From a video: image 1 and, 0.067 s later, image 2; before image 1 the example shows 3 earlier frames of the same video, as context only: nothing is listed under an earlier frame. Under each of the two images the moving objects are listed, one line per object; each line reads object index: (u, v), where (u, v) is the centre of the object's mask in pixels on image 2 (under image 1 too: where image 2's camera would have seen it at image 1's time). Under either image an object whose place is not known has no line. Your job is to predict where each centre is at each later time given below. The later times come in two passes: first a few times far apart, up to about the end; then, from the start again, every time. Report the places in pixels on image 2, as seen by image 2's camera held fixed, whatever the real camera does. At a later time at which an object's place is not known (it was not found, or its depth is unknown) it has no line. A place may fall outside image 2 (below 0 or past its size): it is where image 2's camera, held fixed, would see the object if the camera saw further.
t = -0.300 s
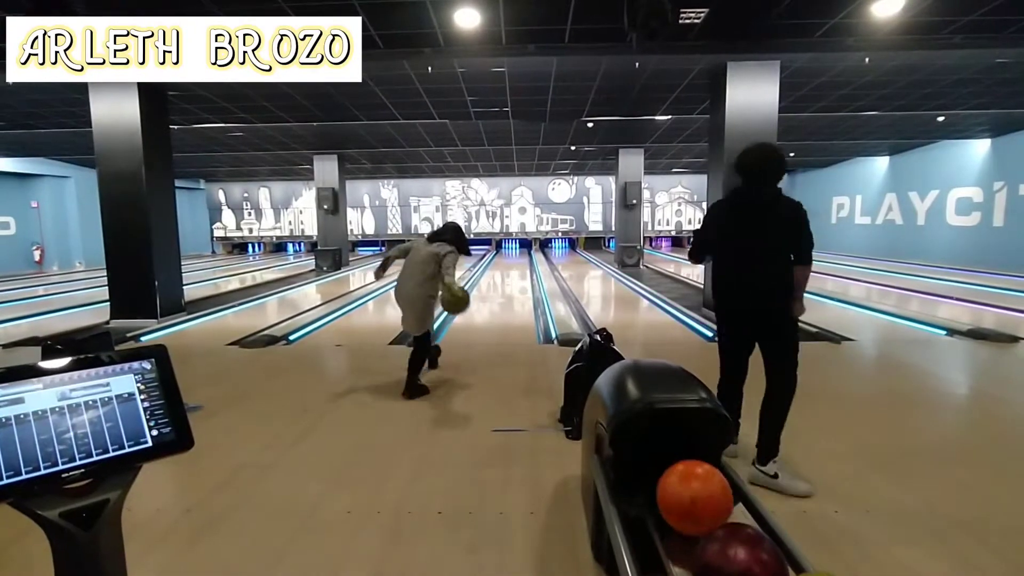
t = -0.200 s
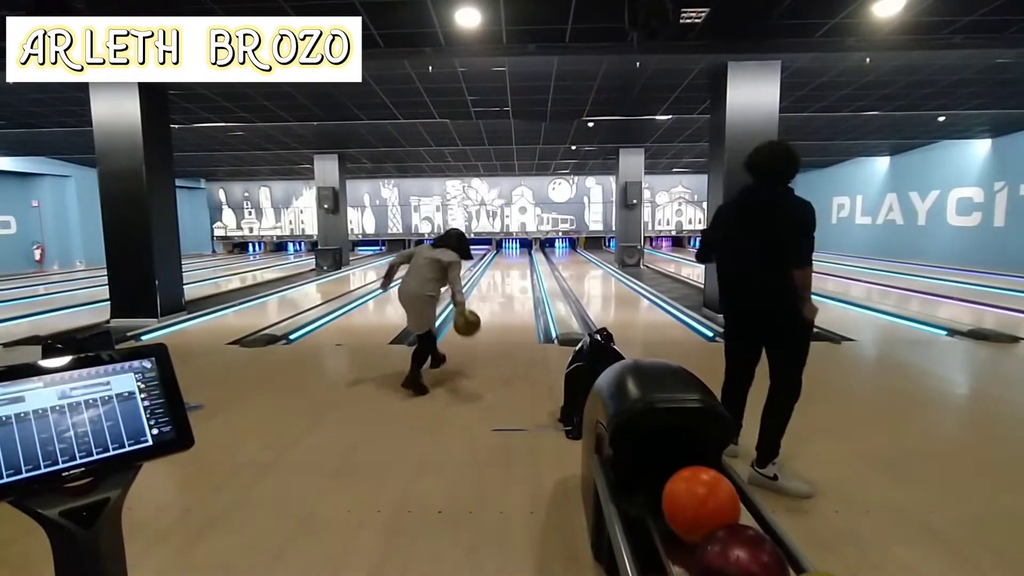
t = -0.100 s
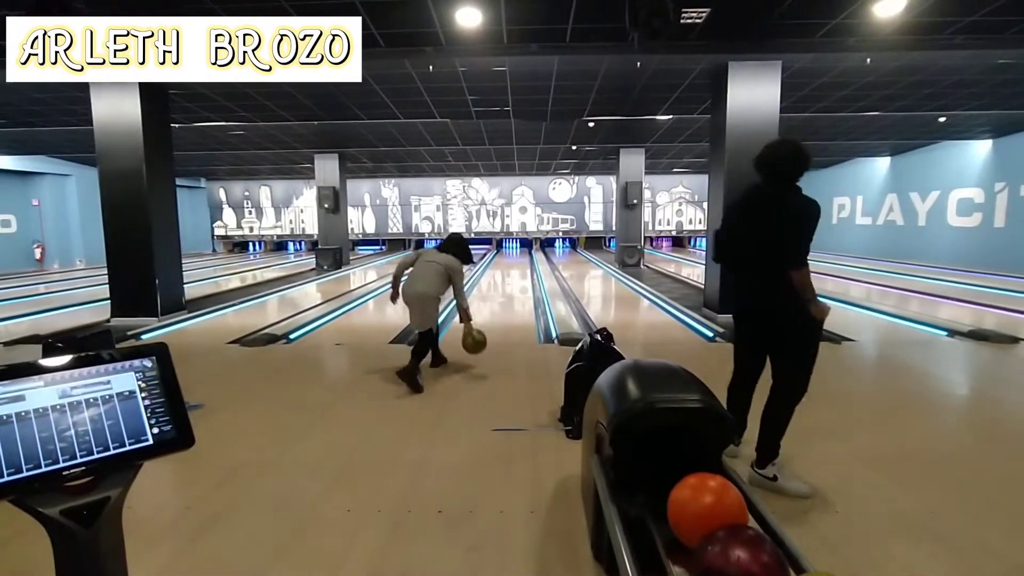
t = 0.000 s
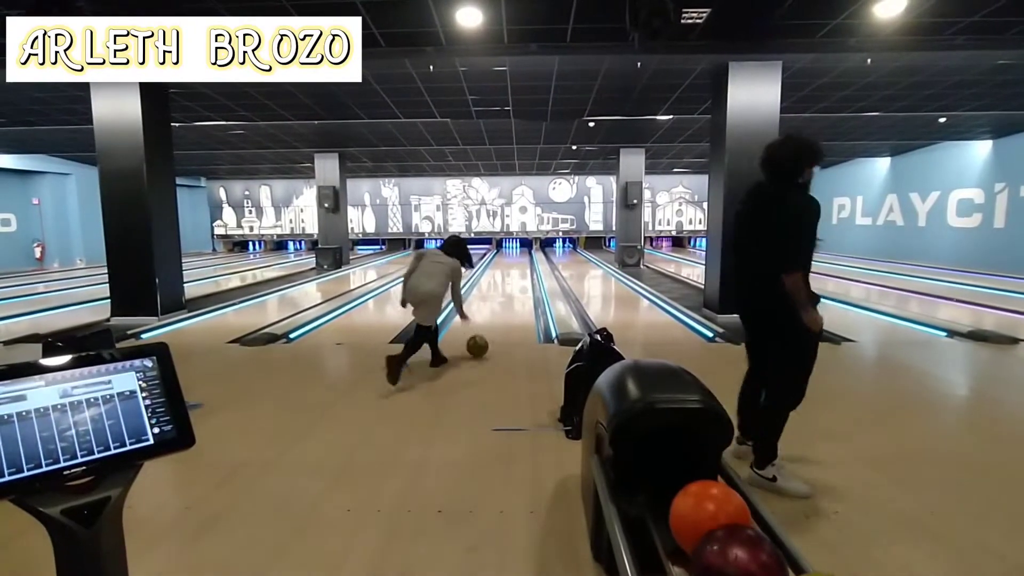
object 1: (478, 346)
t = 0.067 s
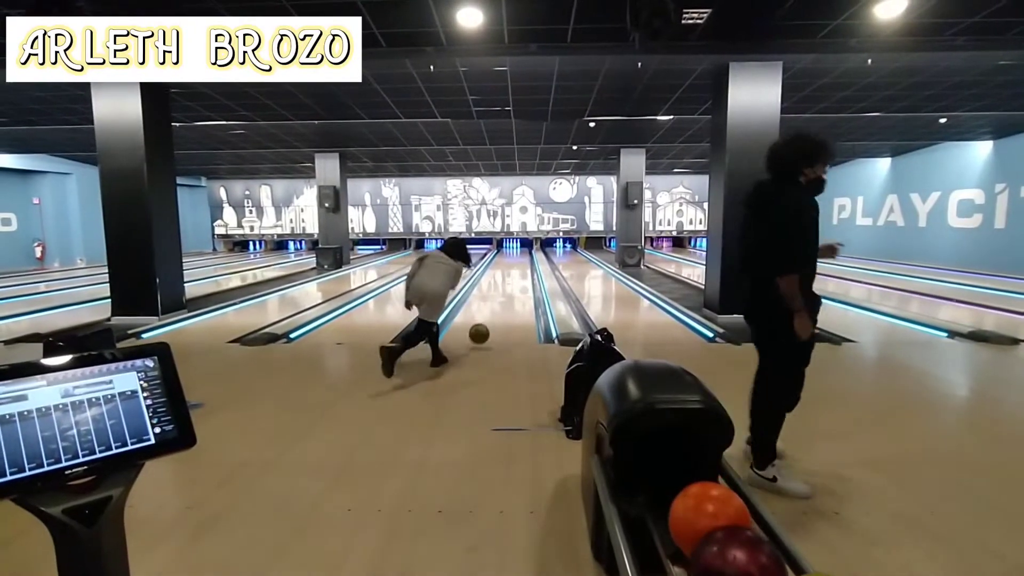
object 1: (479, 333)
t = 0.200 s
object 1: (481, 324)
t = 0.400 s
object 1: (484, 308)
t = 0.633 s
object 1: (487, 295)
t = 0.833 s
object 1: (489, 287)
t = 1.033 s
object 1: (490, 280)
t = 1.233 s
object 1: (492, 274)
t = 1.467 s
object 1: (493, 270)
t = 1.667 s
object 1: (495, 266)
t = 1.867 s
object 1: (496, 263)
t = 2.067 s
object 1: (497, 260)
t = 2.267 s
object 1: (497, 258)
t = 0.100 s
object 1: (480, 329)
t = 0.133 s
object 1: (480, 327)
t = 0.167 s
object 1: (481, 325)
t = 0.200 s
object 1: (481, 324)
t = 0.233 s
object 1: (482, 321)
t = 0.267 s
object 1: (482, 318)
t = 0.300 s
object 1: (483, 316)
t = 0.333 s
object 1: (483, 313)
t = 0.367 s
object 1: (484, 311)
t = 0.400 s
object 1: (484, 308)
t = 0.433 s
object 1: (485, 306)
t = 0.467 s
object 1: (485, 304)
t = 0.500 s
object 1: (486, 302)
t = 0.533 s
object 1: (486, 300)
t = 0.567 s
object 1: (486, 299)
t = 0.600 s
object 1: (486, 297)
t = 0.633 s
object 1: (487, 295)
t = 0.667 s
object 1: (487, 294)
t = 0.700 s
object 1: (487, 292)
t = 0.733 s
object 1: (488, 291)
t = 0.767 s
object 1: (488, 289)
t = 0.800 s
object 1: (488, 288)
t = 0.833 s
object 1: (489, 287)
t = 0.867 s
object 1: (489, 285)
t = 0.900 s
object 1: (489, 284)
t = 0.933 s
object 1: (490, 283)
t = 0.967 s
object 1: (490, 282)
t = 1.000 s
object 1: (490, 281)
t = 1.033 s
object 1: (490, 280)
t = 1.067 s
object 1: (490, 279)
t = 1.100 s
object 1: (491, 278)
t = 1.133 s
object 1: (491, 277)
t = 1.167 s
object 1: (491, 276)
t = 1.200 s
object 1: (491, 275)
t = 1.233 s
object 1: (492, 274)
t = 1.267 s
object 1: (492, 274)
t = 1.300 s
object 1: (492, 273)
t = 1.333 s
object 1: (492, 272)
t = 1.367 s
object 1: (492, 272)
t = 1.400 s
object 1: (493, 271)
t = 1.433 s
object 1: (493, 270)
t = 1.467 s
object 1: (493, 270)
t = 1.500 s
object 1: (494, 269)
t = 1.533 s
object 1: (494, 269)
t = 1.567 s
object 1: (494, 268)
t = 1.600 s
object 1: (494, 267)
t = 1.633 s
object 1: (495, 267)
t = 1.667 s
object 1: (495, 266)
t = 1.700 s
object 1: (495, 266)
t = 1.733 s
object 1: (495, 265)
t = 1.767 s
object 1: (495, 265)
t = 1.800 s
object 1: (495, 264)
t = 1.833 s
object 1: (495, 264)
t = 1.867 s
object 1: (496, 263)
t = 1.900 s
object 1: (496, 263)
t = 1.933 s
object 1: (496, 262)
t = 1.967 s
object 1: (496, 262)
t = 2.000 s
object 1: (496, 261)
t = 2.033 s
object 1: (496, 261)
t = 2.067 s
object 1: (497, 260)
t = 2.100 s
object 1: (497, 260)
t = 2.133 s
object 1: (497, 259)
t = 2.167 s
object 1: (497, 259)
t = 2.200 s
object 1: (497, 259)
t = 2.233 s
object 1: (497, 259)
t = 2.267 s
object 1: (497, 258)
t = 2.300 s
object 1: (498, 258)
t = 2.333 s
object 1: (498, 256)
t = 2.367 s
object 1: (498, 256)
